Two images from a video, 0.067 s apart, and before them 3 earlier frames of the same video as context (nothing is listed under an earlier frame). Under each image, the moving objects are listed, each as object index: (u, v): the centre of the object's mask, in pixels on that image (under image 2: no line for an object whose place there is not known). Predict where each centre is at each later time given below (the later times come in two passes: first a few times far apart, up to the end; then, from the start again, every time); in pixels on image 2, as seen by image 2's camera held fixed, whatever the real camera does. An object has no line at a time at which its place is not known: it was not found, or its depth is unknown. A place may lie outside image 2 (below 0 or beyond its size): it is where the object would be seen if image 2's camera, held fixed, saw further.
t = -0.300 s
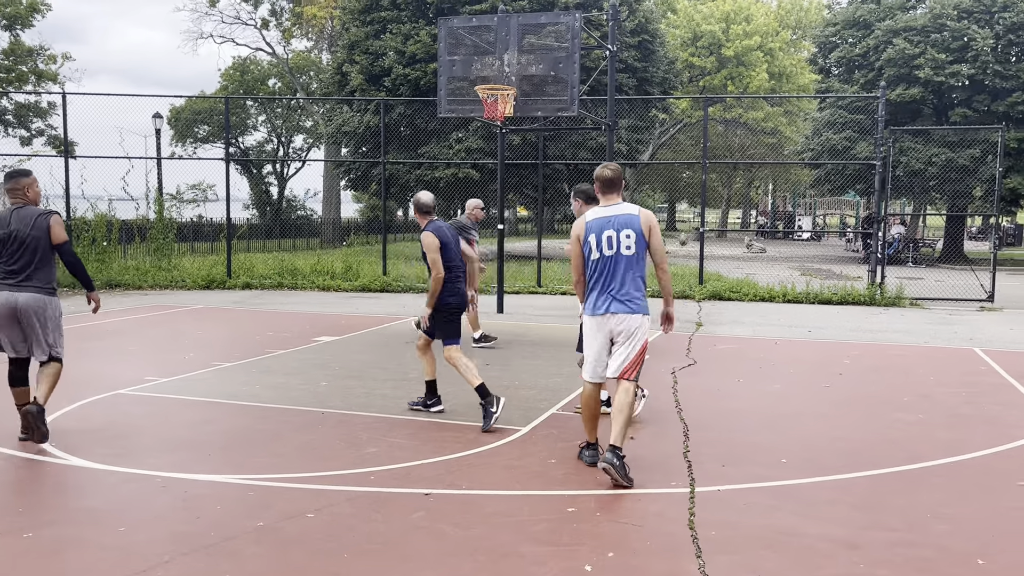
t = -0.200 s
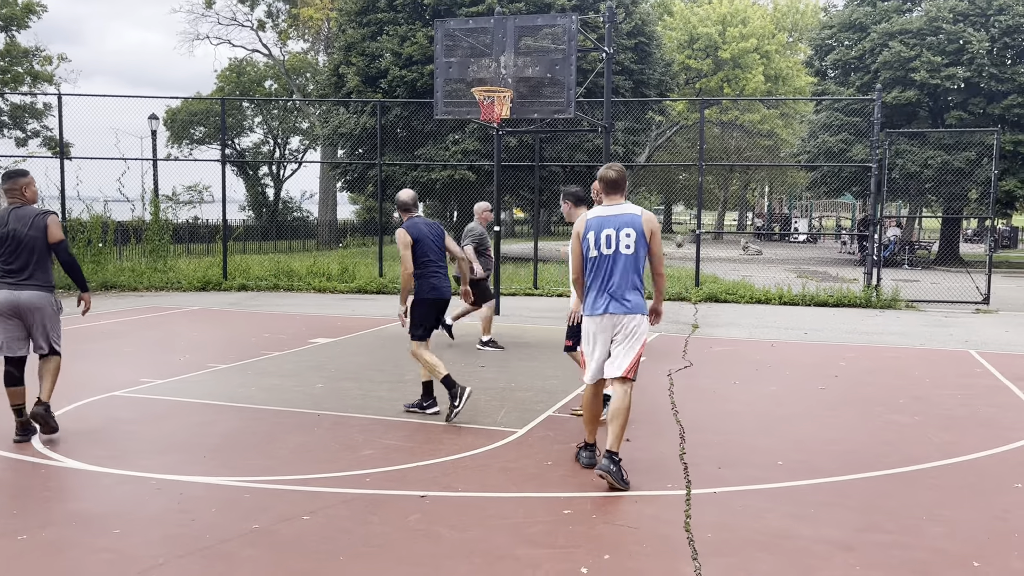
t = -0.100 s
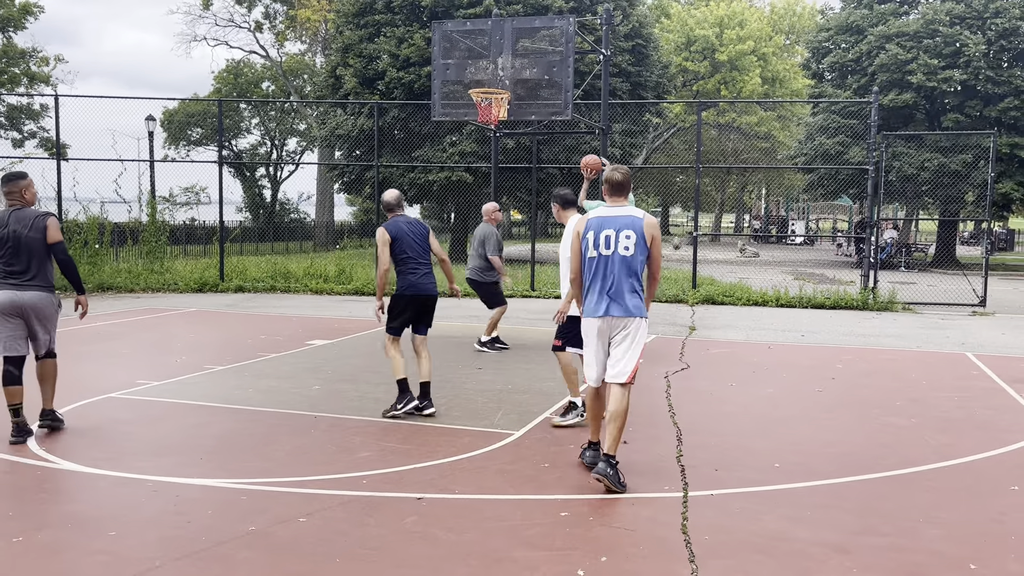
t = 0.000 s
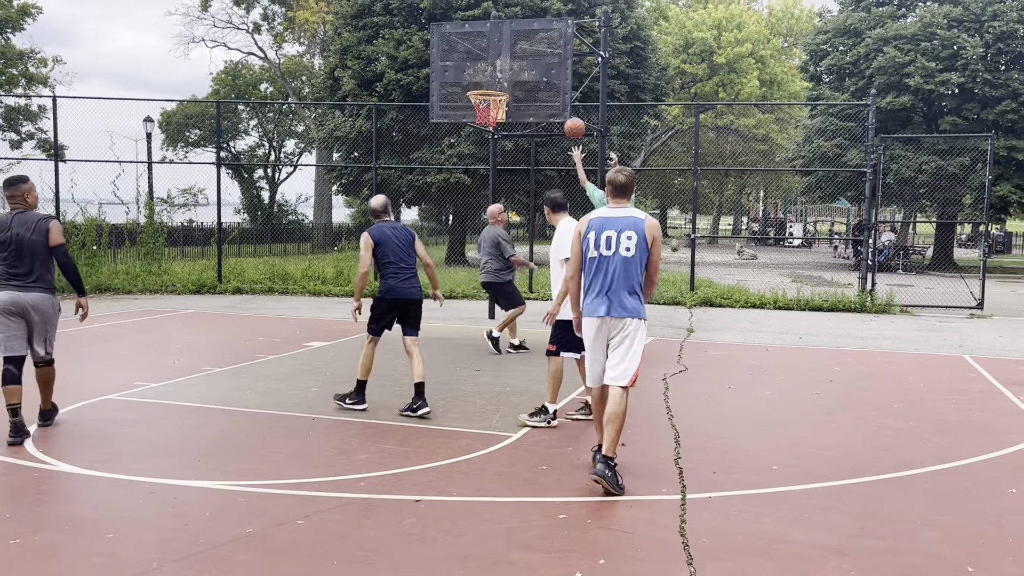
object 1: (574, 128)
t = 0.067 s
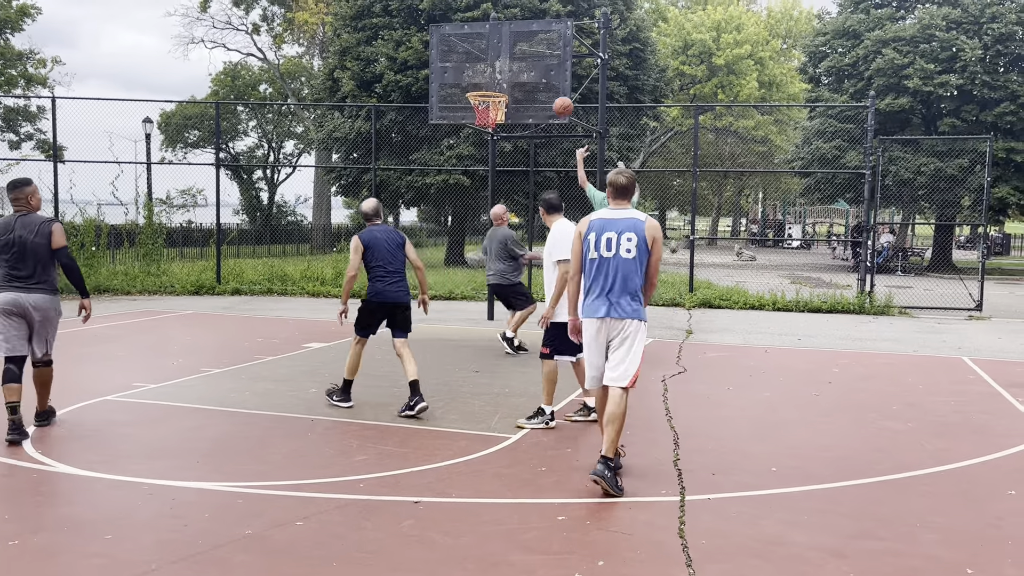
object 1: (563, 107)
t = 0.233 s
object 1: (537, 70)
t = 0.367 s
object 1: (517, 58)
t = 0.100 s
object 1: (557, 98)
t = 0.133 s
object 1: (552, 89)
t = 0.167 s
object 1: (547, 82)
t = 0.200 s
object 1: (541, 75)
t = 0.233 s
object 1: (537, 70)
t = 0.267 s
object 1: (531, 65)
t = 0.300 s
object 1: (527, 62)
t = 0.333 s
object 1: (521, 60)
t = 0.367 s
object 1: (517, 58)
